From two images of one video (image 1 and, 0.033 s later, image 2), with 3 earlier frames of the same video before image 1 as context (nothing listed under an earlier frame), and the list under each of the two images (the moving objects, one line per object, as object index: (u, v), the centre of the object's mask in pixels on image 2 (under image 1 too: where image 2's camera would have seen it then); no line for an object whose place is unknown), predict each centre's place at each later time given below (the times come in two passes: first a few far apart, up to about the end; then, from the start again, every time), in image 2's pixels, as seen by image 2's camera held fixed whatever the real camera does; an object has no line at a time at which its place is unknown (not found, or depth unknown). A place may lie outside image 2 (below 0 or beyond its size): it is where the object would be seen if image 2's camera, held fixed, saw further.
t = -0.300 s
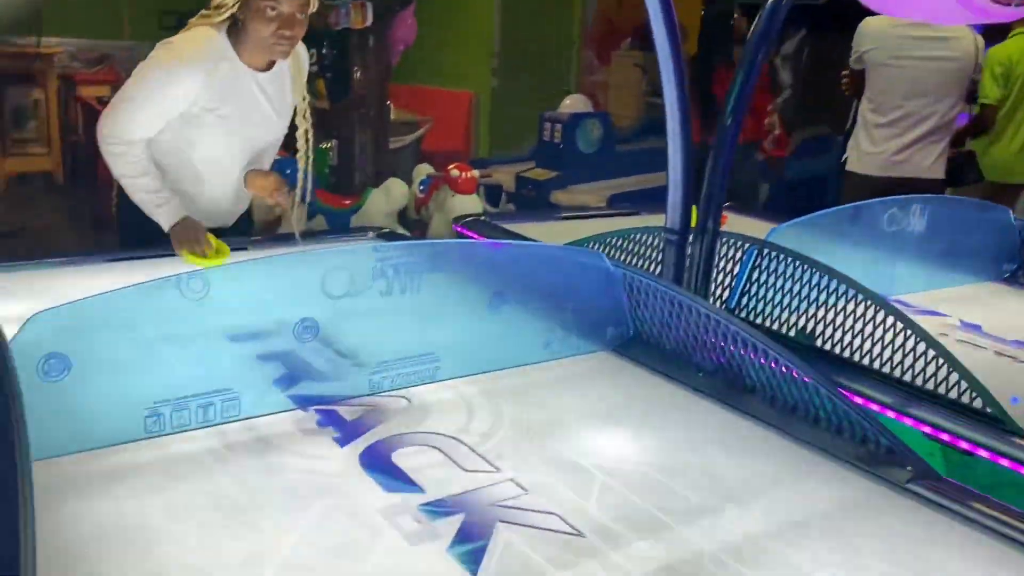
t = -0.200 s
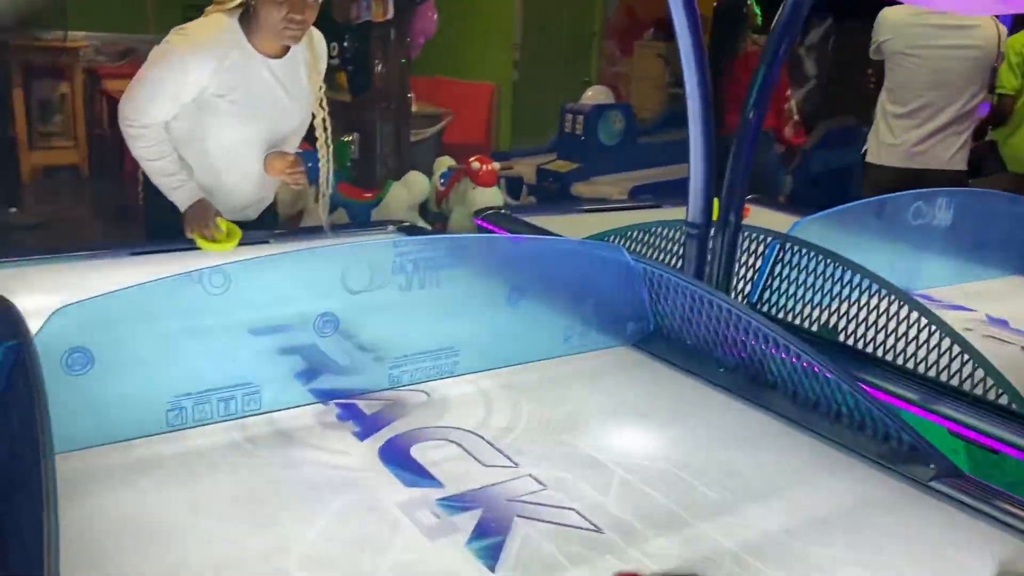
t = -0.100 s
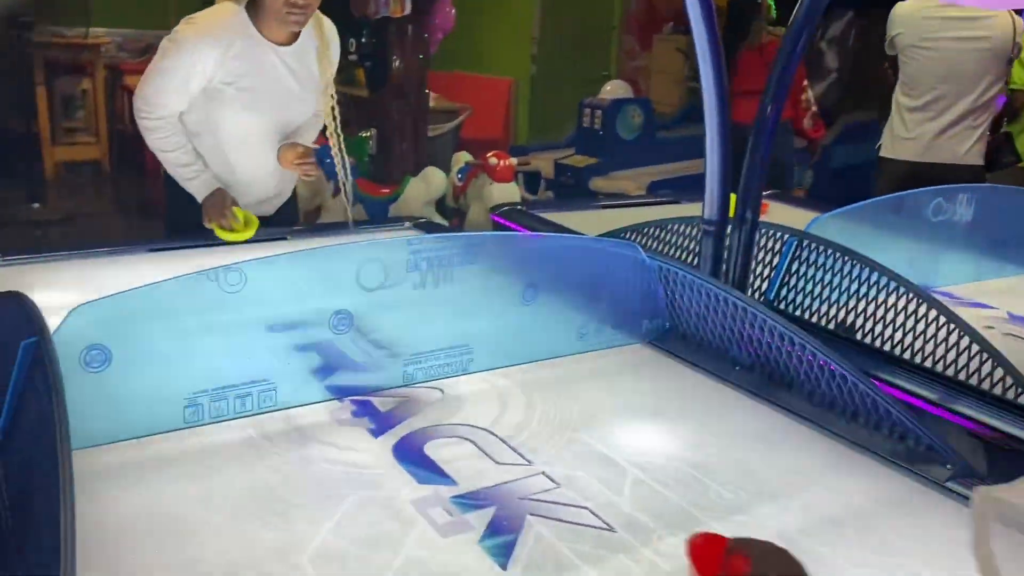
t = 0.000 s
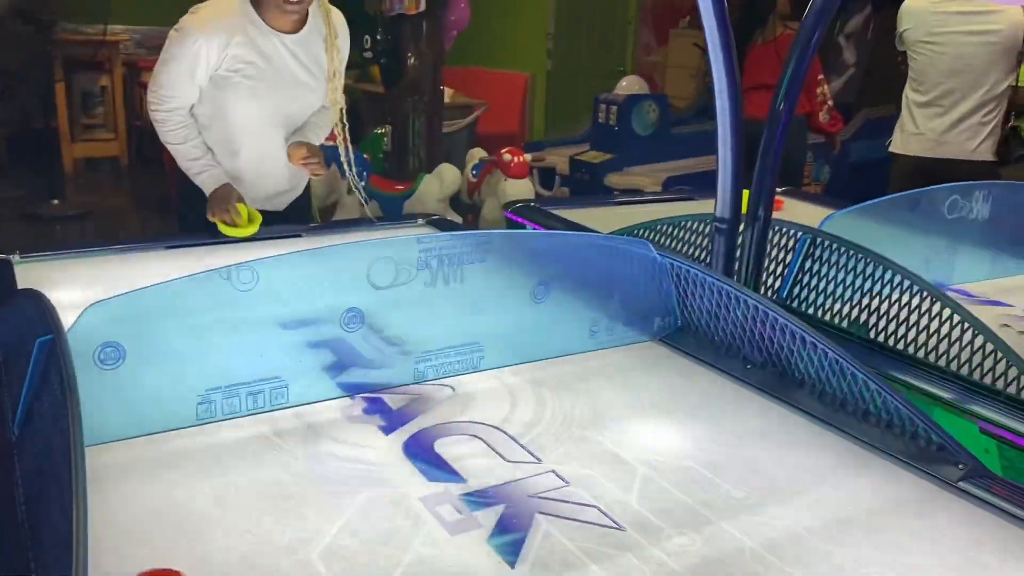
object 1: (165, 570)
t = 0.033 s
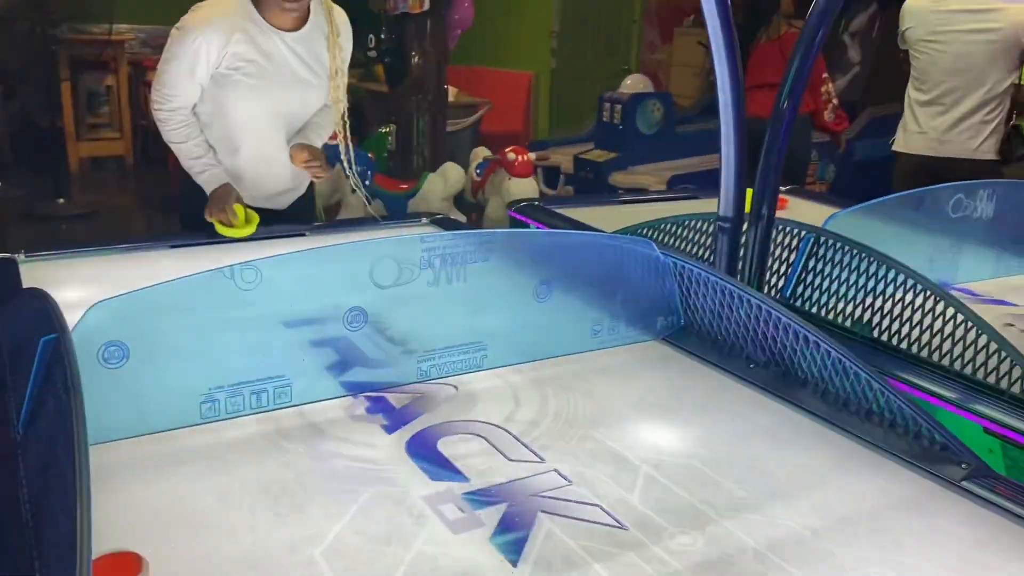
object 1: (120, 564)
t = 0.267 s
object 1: (203, 464)
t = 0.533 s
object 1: (284, 398)
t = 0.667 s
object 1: (313, 373)
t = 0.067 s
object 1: (110, 554)
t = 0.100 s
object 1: (121, 536)
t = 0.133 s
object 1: (141, 518)
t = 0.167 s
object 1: (160, 502)
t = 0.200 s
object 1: (175, 488)
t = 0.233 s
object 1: (190, 476)
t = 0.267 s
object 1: (203, 464)
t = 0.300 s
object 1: (215, 454)
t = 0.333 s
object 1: (225, 445)
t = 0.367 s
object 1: (236, 436)
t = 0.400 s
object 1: (247, 427)
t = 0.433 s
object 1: (256, 421)
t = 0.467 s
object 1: (266, 413)
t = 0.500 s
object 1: (276, 405)
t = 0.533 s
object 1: (284, 398)
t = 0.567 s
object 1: (291, 392)
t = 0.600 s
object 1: (300, 385)
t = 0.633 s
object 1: (307, 379)
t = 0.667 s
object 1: (313, 373)
